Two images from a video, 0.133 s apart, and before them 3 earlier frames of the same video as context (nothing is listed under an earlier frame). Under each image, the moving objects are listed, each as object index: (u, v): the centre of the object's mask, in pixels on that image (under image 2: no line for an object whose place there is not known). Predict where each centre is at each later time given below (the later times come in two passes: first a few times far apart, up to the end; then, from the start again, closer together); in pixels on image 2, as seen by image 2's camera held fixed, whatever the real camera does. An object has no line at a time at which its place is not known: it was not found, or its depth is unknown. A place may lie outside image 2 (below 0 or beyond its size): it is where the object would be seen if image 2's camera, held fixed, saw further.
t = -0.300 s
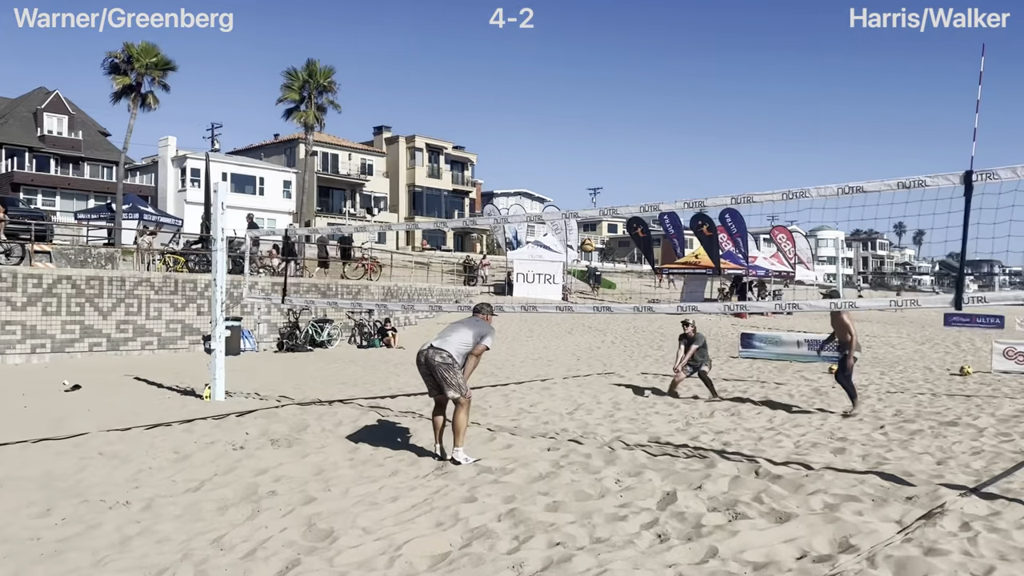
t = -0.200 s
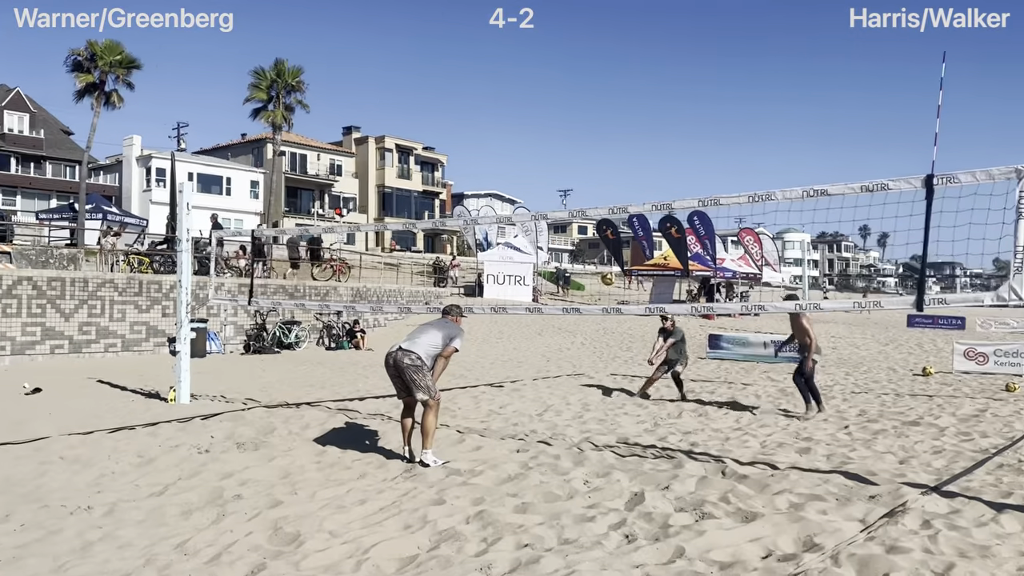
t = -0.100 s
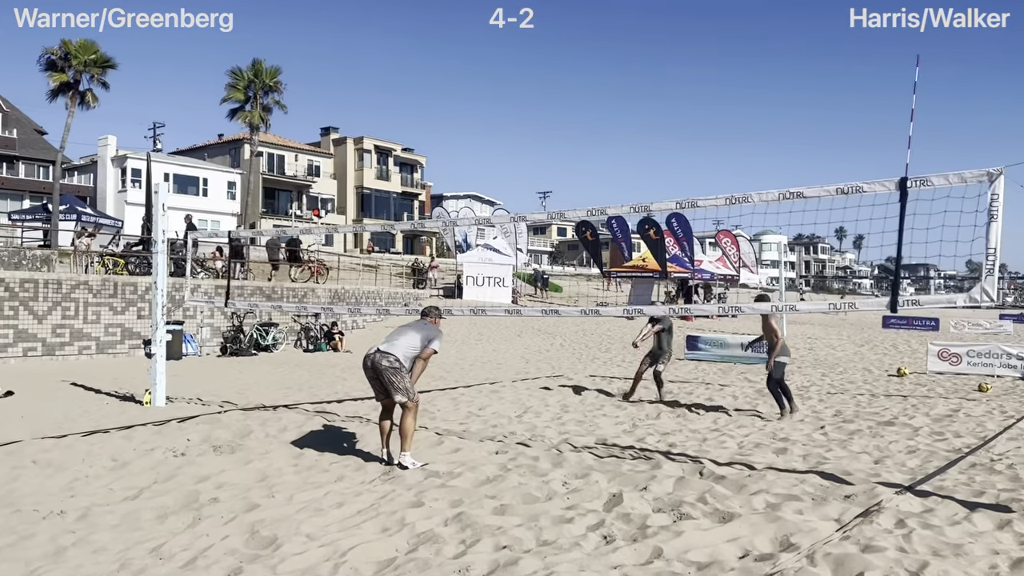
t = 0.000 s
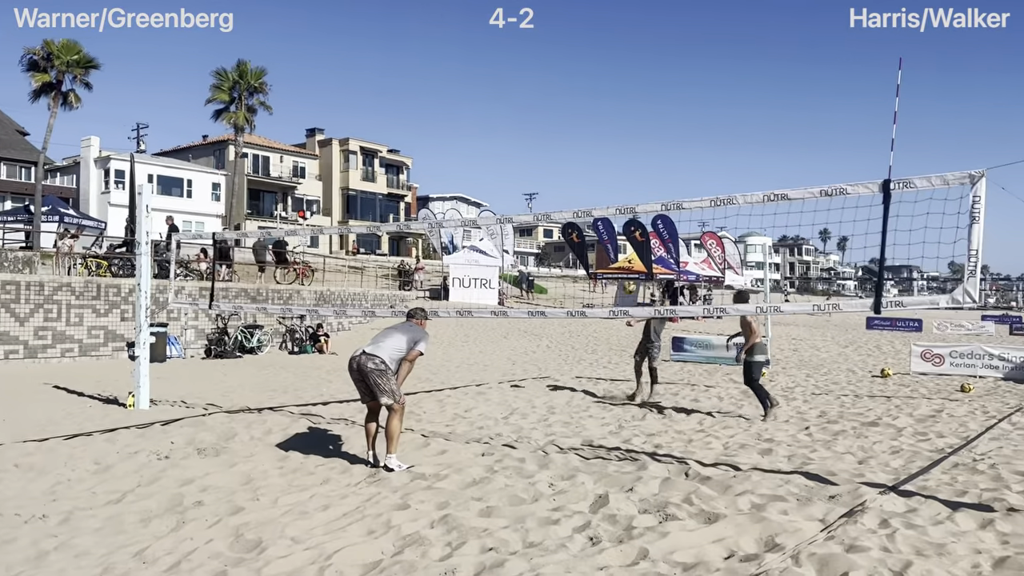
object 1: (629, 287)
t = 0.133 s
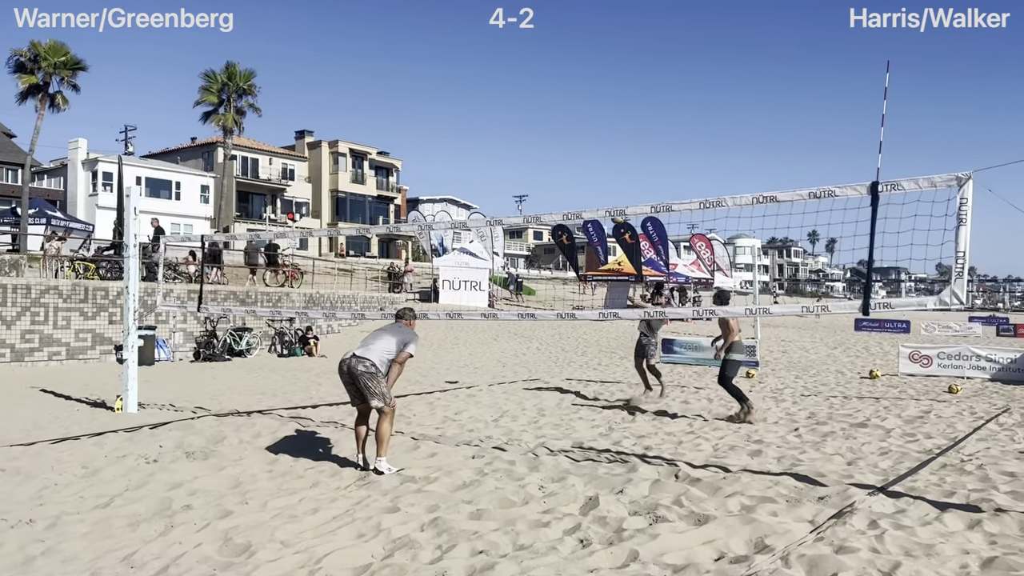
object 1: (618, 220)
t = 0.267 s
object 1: (616, 155)
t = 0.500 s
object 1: (613, 68)
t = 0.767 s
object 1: (607, 10)
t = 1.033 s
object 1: (598, 1)
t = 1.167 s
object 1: (593, 16)
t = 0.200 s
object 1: (616, 185)
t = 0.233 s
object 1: (616, 169)
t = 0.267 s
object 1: (616, 155)
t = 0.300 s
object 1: (615, 140)
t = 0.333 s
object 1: (615, 127)
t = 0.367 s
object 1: (615, 113)
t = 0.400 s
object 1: (615, 102)
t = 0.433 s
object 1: (614, 90)
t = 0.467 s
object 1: (614, 79)
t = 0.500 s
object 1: (613, 68)
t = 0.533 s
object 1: (613, 58)
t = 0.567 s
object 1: (612, 49)
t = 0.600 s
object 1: (611, 41)
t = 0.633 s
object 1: (611, 33)
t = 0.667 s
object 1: (610, 26)
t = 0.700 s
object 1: (609, 20)
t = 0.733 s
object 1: (608, 15)
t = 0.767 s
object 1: (607, 10)
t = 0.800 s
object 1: (606, 6)
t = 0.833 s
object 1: (605, 3)
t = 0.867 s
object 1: (604, 1)
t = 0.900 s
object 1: (603, -1)
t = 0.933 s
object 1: (602, -2)
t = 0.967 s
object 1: (600, -2)
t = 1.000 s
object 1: (599, -1)
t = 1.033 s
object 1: (598, 1)
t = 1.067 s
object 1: (597, 3)
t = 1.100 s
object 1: (595, 7)
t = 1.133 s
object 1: (594, 11)
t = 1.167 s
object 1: (593, 16)
